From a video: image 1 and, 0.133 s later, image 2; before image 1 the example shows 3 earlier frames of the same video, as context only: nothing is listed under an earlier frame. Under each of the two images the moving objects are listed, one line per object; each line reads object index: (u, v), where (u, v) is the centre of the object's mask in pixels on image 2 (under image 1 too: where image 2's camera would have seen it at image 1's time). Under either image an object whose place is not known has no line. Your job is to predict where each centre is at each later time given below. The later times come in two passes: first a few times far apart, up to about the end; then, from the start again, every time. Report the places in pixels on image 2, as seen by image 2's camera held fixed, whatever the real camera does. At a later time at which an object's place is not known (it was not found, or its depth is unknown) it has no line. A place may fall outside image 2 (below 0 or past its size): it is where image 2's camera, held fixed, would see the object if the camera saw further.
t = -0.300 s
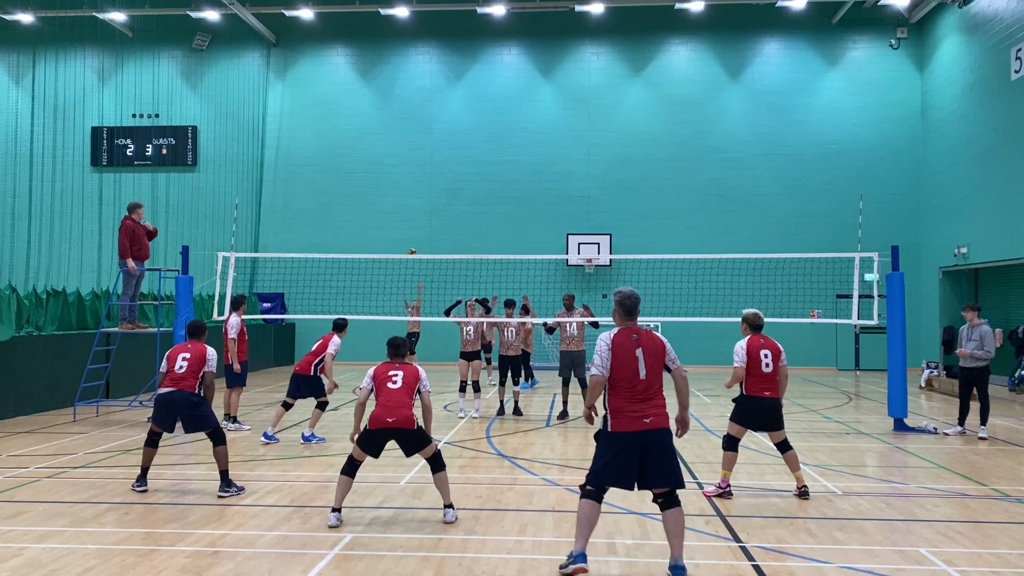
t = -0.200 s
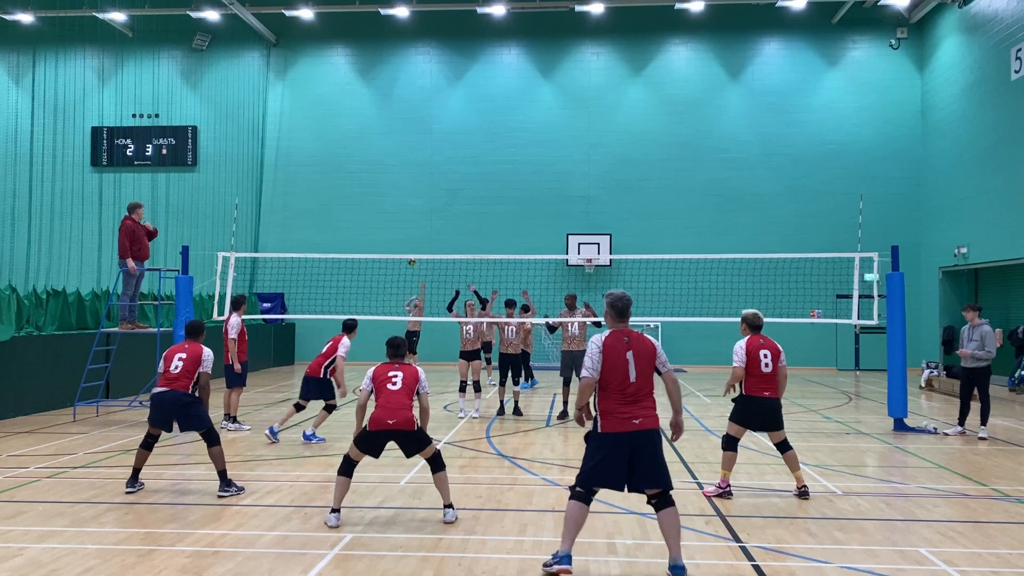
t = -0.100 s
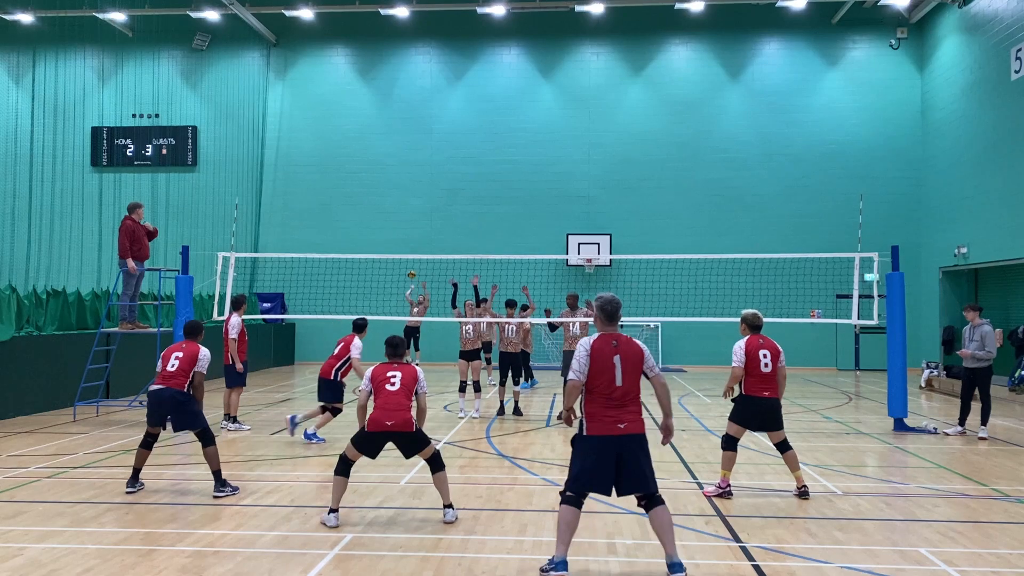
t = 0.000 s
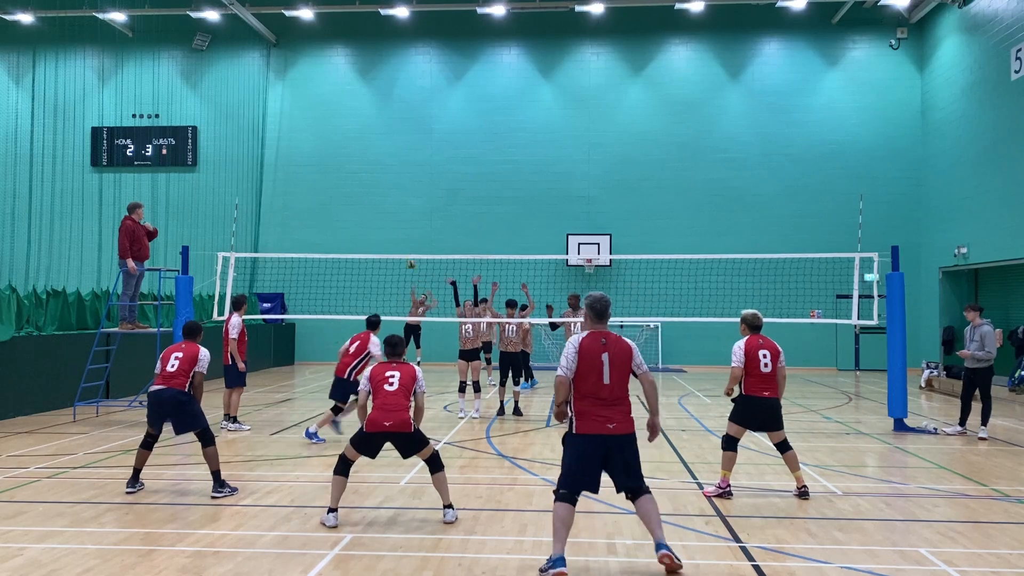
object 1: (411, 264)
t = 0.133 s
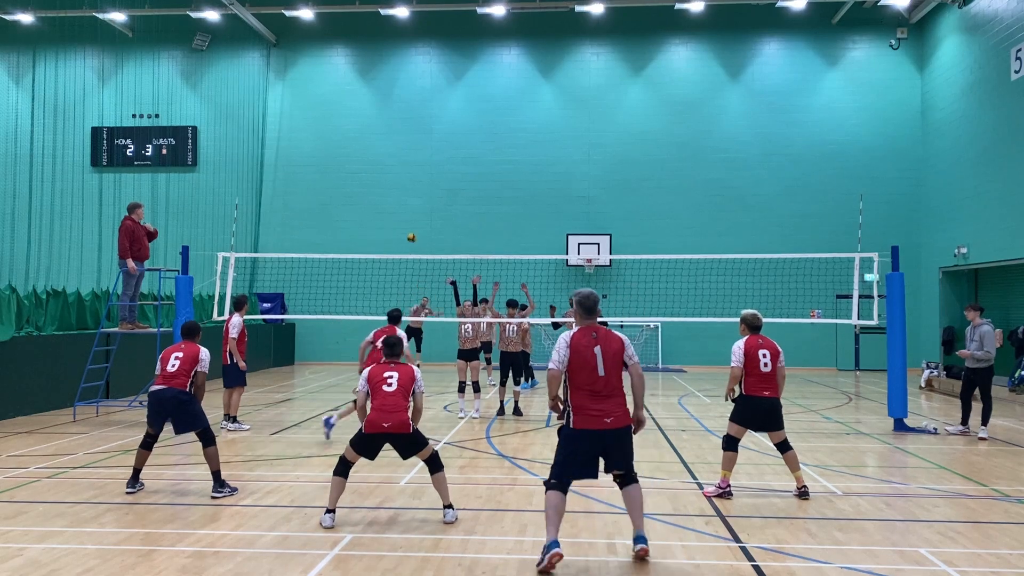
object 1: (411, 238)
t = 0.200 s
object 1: (412, 226)
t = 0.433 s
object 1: (415, 195)
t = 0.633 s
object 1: (414, 189)
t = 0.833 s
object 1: (410, 213)
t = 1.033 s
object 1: (396, 288)
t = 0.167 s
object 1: (412, 232)
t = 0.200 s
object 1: (412, 226)
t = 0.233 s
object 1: (413, 221)
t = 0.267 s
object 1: (413, 216)
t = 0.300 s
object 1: (414, 210)
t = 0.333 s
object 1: (414, 206)
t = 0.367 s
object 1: (415, 202)
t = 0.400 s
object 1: (415, 198)
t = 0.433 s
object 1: (415, 195)
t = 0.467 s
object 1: (416, 193)
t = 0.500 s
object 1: (415, 191)
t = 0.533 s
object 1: (415, 190)
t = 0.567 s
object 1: (415, 189)
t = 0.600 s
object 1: (414, 189)
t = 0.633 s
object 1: (414, 189)
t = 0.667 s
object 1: (414, 191)
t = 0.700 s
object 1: (414, 193)
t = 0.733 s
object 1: (413, 196)
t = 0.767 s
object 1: (413, 201)
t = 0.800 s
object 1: (412, 206)
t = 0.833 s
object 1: (410, 213)
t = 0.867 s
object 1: (409, 221)
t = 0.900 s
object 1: (407, 231)
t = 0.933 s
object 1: (405, 243)
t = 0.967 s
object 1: (402, 256)
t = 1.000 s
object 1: (399, 271)
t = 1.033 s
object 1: (396, 288)
